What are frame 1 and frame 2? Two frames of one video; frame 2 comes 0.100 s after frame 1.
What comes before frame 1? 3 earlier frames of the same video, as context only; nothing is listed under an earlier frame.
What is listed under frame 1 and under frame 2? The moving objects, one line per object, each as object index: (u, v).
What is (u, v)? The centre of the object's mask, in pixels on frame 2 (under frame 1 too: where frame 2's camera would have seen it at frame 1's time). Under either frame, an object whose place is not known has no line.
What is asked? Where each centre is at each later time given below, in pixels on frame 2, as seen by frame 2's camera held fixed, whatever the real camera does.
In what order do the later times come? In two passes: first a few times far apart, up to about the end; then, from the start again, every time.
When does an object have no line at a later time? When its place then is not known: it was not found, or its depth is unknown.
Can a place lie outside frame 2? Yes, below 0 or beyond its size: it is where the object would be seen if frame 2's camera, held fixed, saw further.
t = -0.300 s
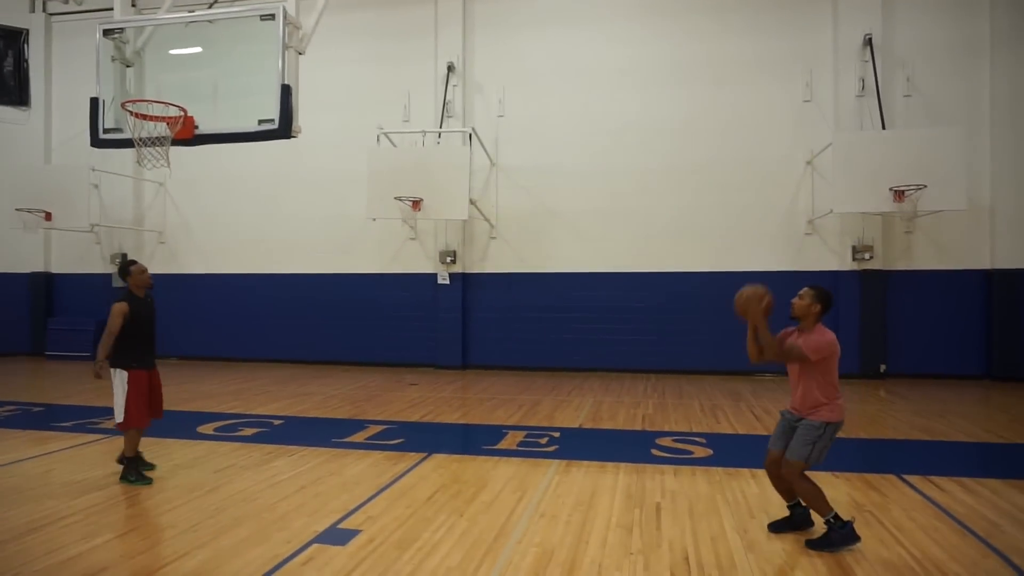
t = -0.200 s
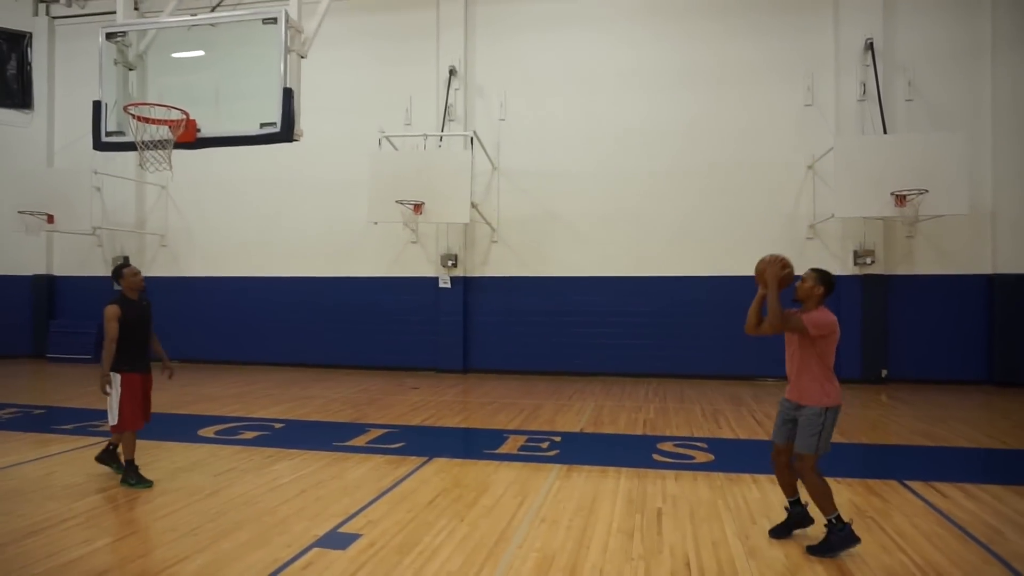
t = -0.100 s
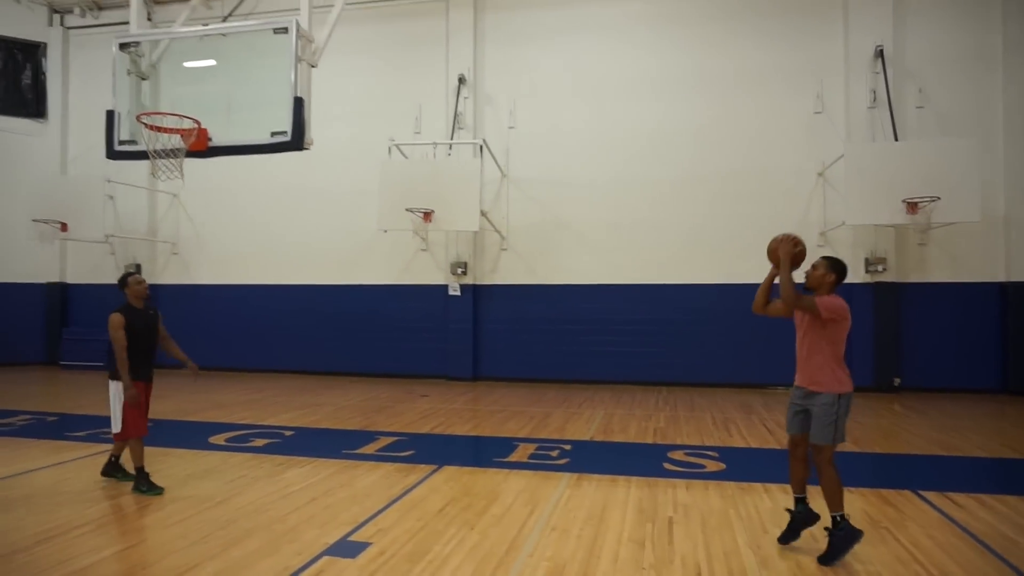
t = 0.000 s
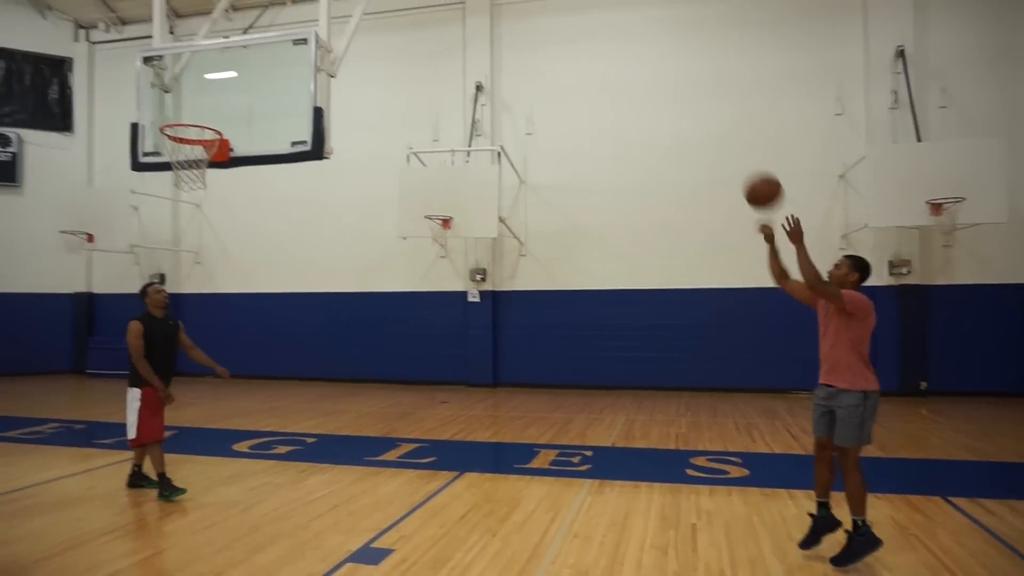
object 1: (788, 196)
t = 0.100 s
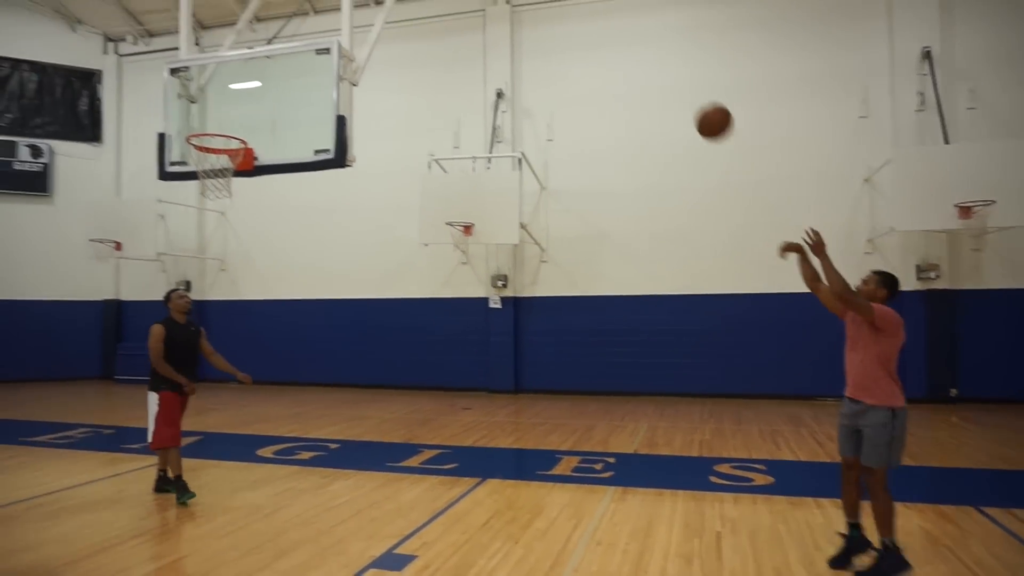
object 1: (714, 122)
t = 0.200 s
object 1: (645, 66)
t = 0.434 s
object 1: (501, -2)
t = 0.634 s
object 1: (392, -1)
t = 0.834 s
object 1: (295, 48)
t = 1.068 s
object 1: (208, 153)
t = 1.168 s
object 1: (223, 195)
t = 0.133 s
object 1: (690, 101)
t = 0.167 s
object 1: (667, 82)
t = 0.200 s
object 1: (645, 66)
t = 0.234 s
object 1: (623, 51)
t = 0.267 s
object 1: (602, 38)
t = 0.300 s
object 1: (581, 27)
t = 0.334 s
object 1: (560, 18)
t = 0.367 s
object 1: (540, 9)
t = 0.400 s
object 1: (520, 2)
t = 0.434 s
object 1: (501, -2)
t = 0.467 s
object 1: (482, -5)
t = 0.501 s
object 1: (463, -7)
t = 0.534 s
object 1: (445, -8)
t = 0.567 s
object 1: (428, -7)
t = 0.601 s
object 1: (409, -5)
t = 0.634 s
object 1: (392, -1)
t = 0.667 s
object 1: (375, 4)
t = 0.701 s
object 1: (358, 11)
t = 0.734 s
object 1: (341, 18)
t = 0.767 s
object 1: (326, 27)
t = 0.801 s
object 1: (310, 37)
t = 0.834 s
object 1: (295, 48)
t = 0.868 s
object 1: (279, 61)
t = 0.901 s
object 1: (266, 74)
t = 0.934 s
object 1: (251, 89)
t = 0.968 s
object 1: (236, 105)
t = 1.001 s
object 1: (221, 121)
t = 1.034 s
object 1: (207, 139)
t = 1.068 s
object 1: (208, 153)
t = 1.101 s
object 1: (215, 168)
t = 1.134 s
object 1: (219, 183)
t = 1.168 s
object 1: (223, 195)
